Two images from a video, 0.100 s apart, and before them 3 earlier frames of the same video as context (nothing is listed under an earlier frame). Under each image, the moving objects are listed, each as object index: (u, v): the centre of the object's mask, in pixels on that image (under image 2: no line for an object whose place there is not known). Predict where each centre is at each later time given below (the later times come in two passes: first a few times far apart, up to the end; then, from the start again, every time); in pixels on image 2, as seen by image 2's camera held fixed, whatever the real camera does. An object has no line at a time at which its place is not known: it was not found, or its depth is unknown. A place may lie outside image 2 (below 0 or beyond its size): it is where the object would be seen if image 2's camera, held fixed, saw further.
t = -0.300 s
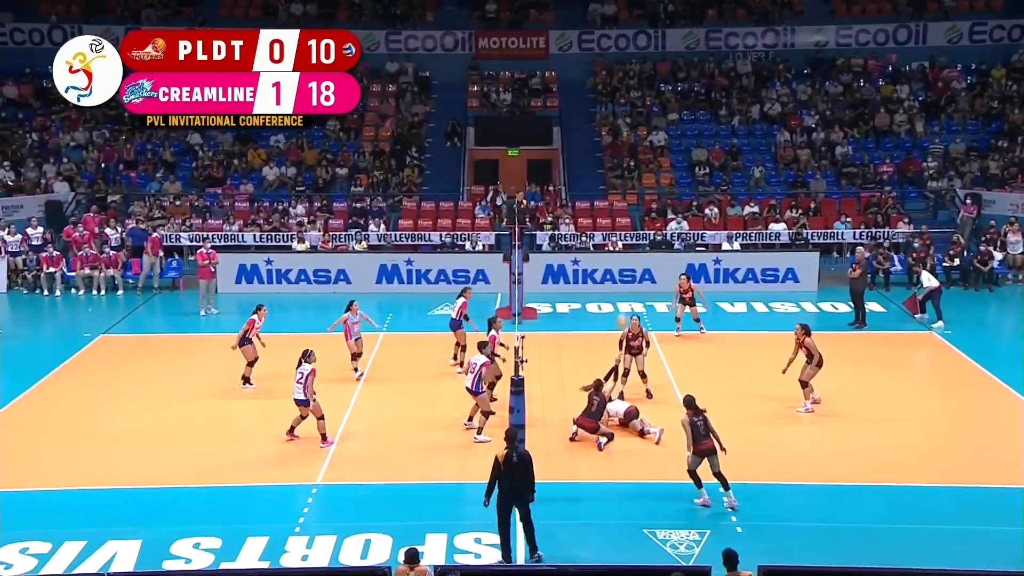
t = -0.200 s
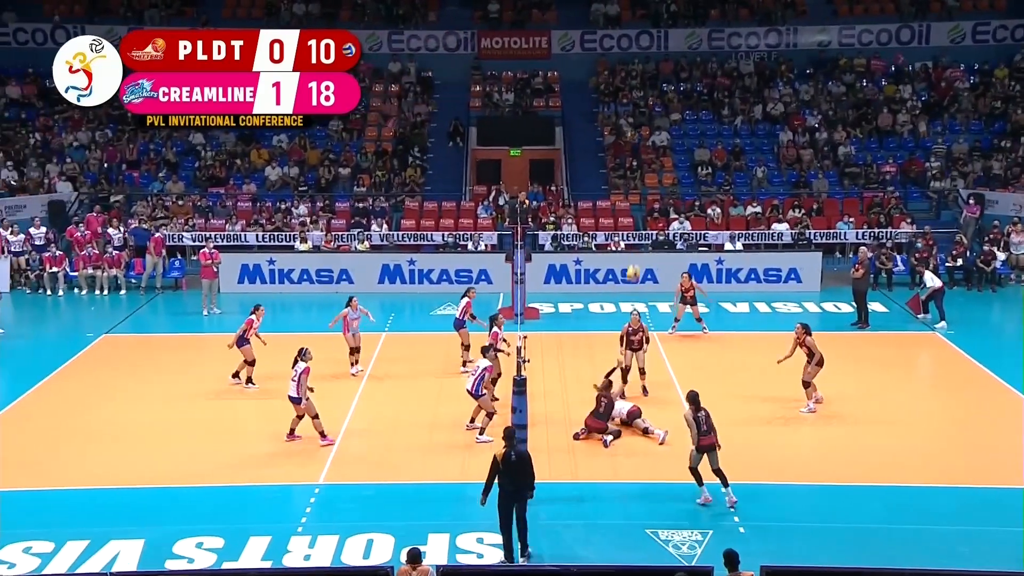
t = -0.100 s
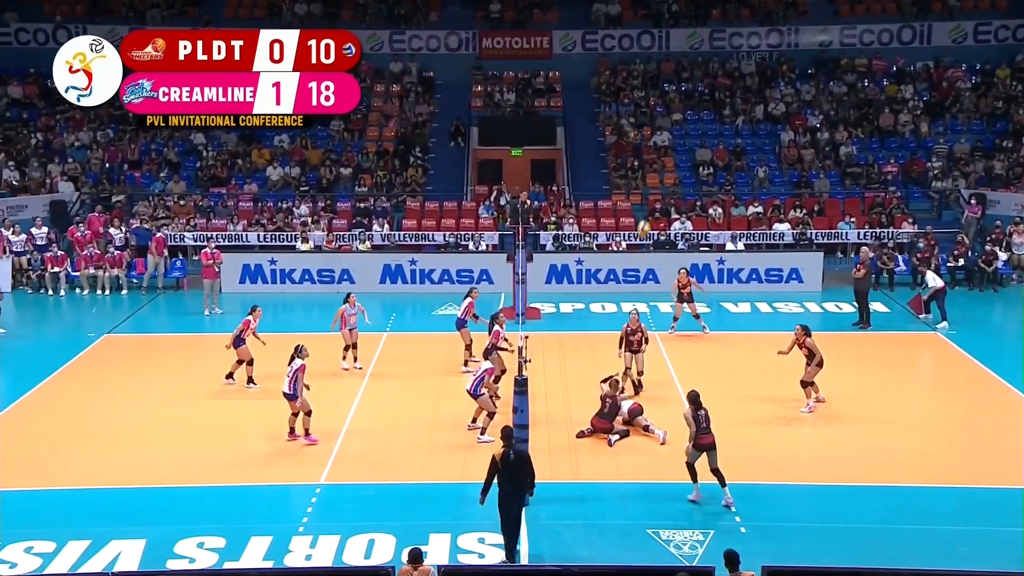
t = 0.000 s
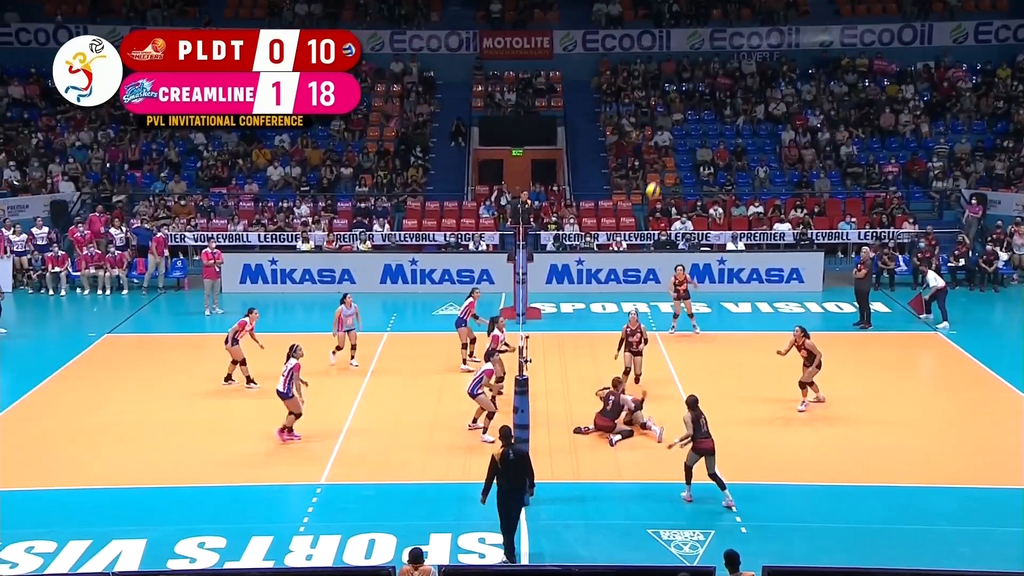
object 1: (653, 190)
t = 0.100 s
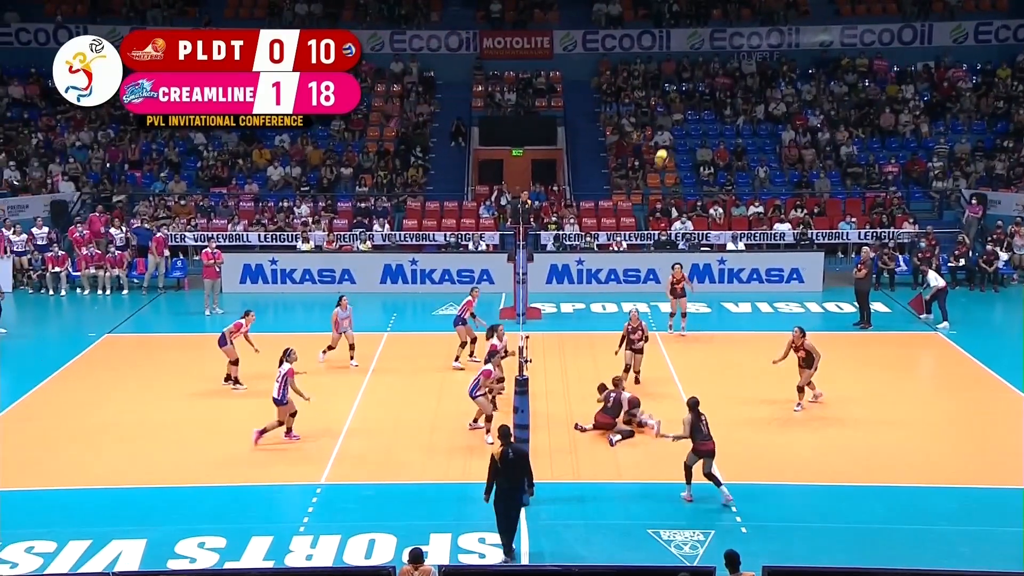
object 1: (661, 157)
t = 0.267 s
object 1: (675, 116)
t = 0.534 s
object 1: (696, 87)
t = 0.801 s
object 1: (714, 108)
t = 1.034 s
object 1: (728, 166)
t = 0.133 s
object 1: (664, 148)
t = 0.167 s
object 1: (667, 138)
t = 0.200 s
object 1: (670, 129)
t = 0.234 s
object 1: (672, 123)
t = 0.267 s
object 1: (675, 116)
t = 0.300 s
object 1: (677, 108)
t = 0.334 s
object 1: (680, 104)
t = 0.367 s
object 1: (683, 100)
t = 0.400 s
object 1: (685, 95)
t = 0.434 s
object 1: (688, 92)
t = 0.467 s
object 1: (690, 90)
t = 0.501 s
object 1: (693, 88)
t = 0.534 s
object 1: (696, 87)
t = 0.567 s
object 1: (698, 87)
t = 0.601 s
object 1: (700, 88)
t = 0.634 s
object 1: (702, 88)
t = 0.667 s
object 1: (704, 91)
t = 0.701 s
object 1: (707, 94)
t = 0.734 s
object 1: (709, 98)
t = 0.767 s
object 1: (711, 102)
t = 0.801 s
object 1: (714, 108)
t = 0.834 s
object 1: (716, 114)
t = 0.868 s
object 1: (718, 121)
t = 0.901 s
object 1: (720, 128)
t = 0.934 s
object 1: (722, 137)
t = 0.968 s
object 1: (724, 145)
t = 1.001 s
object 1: (726, 155)
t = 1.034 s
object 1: (728, 166)
